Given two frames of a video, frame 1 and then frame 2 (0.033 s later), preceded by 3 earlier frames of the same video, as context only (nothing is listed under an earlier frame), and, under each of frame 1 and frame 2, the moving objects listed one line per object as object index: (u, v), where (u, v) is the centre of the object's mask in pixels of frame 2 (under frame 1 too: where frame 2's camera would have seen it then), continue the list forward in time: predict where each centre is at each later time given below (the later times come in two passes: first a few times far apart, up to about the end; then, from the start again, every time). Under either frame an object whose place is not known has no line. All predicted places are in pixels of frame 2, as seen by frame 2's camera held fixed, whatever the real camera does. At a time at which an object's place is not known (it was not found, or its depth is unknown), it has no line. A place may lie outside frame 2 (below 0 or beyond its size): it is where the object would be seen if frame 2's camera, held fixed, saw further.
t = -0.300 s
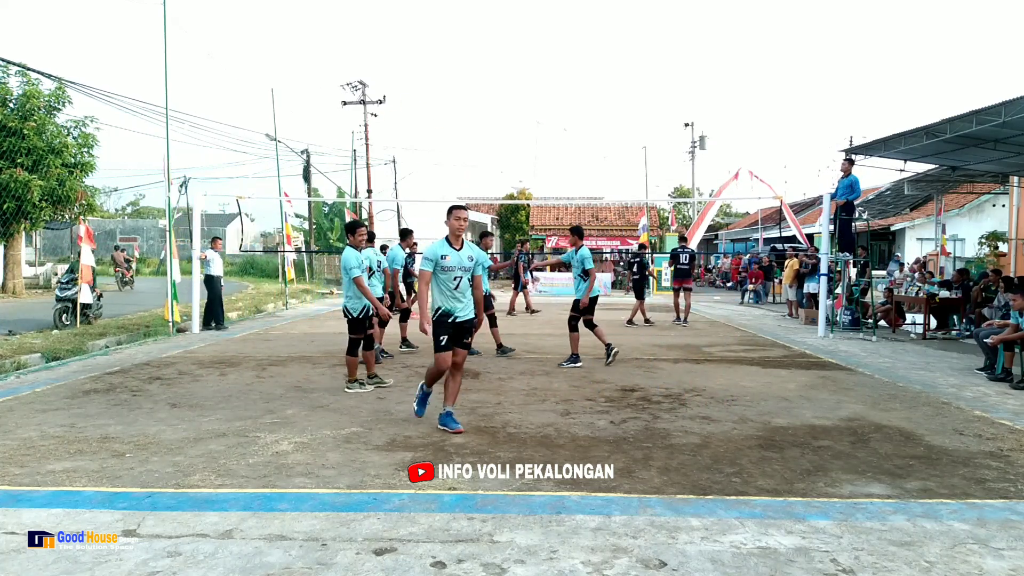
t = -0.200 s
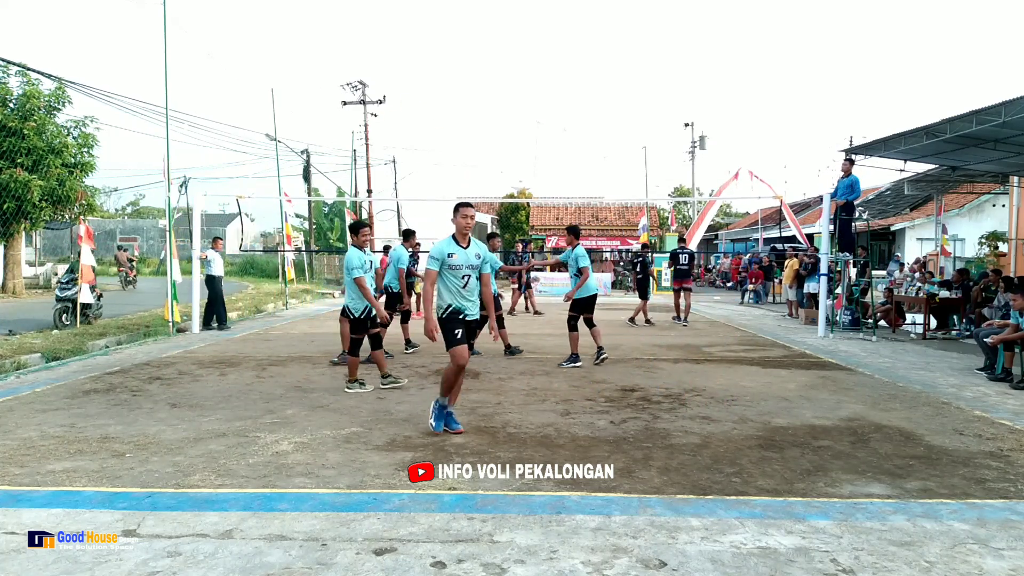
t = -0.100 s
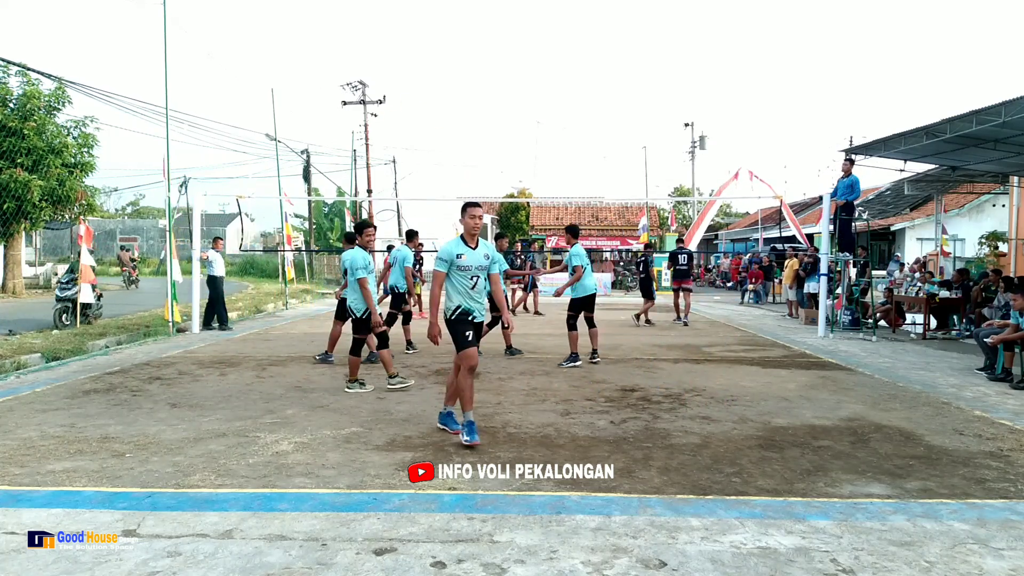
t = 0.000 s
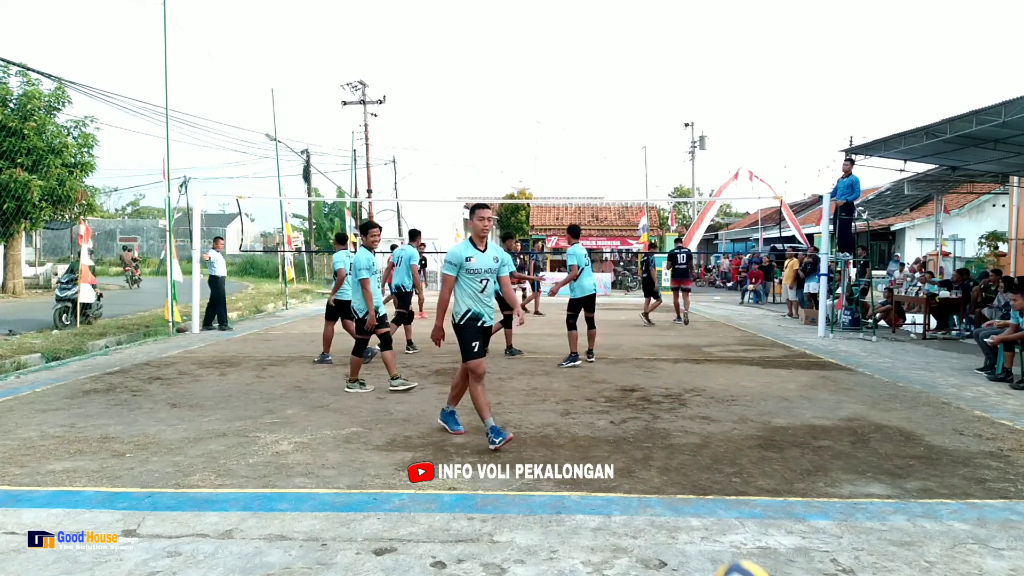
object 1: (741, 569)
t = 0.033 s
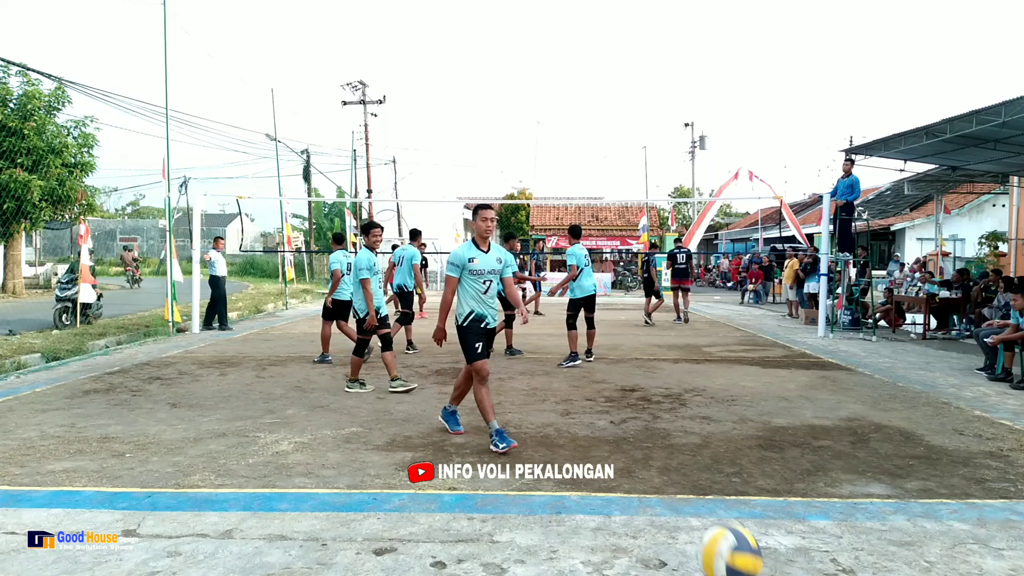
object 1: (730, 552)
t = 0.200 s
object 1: (665, 433)
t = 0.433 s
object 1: (597, 402)
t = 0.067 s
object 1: (714, 522)
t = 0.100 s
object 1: (702, 494)
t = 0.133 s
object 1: (689, 470)
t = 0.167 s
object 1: (677, 450)
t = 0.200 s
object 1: (665, 433)
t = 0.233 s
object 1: (654, 420)
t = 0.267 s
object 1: (643, 411)
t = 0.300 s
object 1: (634, 404)
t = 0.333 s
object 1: (624, 400)
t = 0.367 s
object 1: (615, 398)
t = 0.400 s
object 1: (606, 398)
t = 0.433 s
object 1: (597, 402)
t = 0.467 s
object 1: (589, 408)
